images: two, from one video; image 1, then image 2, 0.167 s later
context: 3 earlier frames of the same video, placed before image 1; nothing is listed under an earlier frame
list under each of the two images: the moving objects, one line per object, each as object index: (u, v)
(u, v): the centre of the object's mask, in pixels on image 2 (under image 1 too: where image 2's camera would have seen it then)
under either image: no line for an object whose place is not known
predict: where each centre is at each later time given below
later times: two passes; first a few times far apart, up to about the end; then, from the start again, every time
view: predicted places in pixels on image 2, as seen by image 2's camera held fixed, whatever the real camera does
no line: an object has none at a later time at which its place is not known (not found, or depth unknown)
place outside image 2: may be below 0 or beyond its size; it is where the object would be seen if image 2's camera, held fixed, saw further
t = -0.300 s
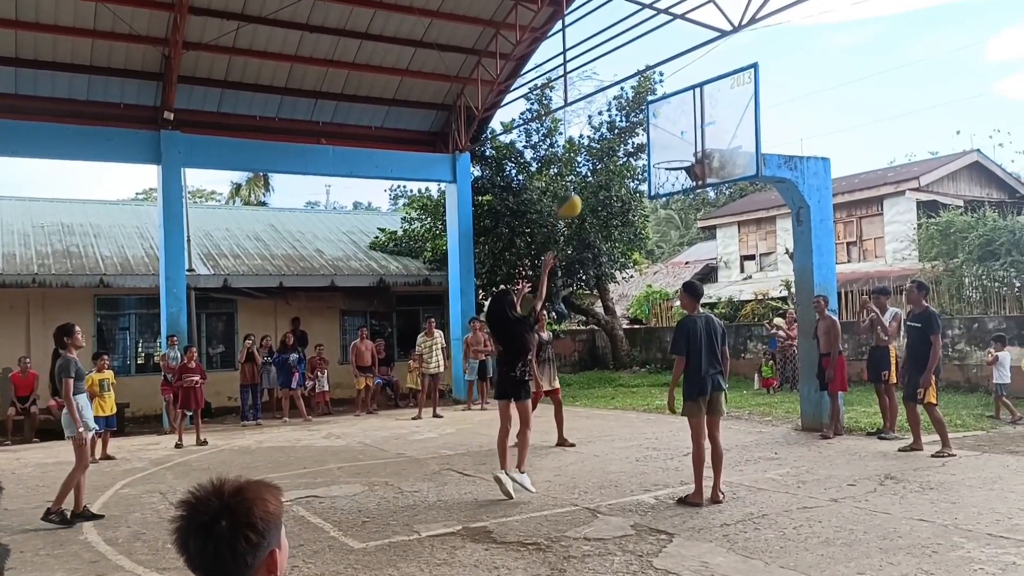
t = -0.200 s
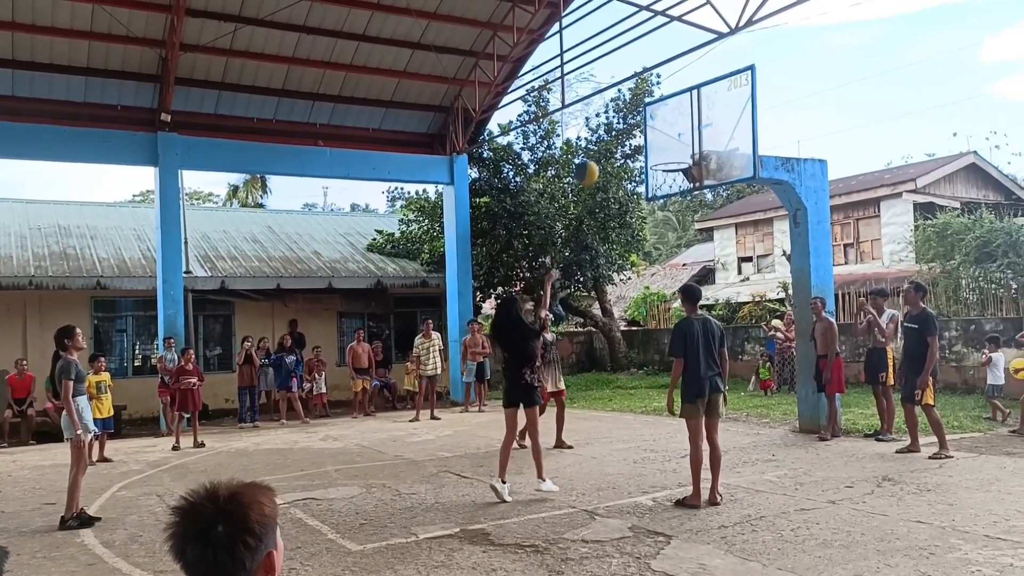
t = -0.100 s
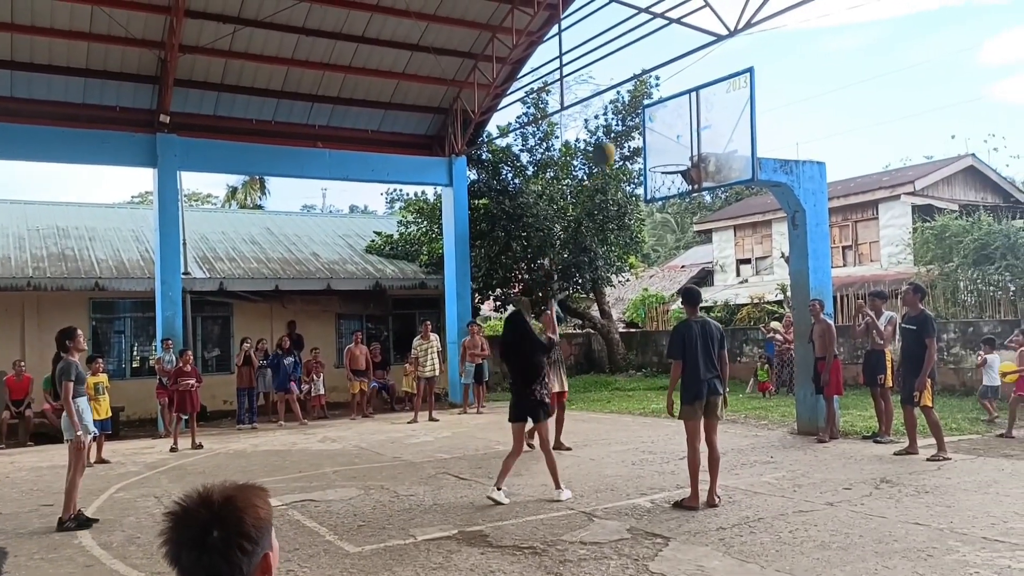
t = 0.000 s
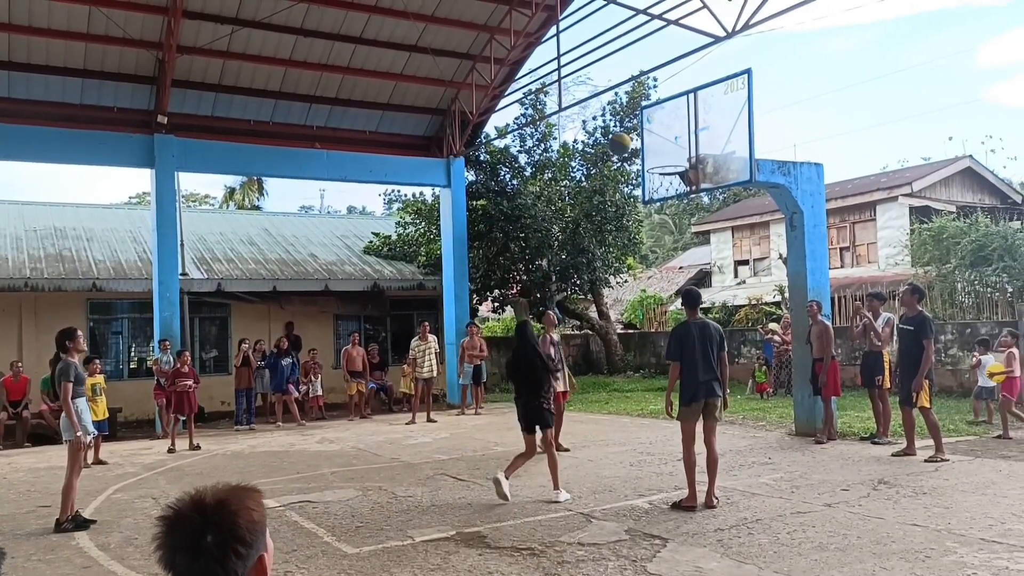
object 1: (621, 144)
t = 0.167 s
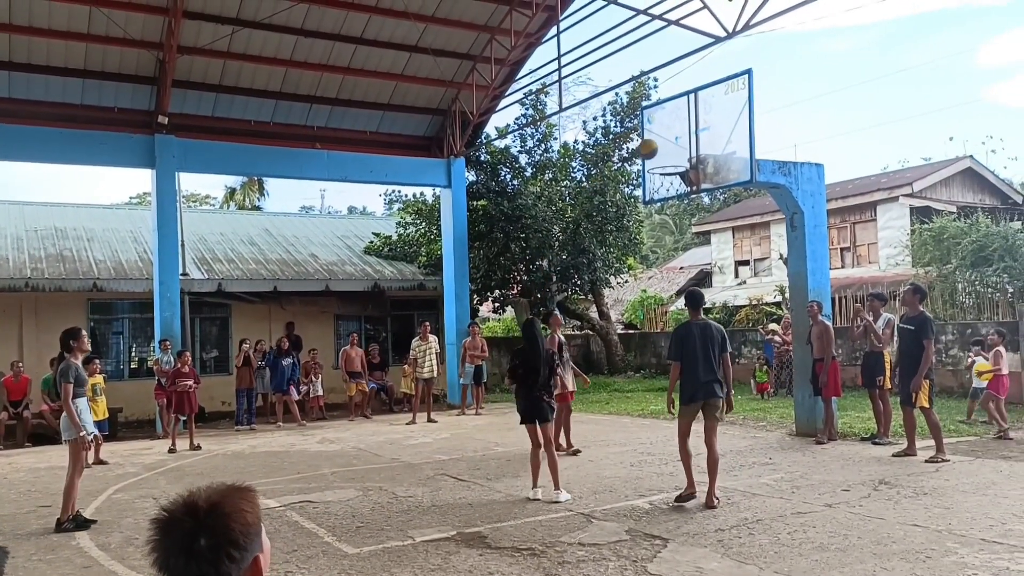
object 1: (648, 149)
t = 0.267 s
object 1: (663, 159)
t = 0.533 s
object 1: (661, 130)
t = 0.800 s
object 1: (662, 167)
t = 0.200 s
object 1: (654, 153)
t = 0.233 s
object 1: (660, 157)
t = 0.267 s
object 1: (663, 159)
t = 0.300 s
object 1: (663, 153)
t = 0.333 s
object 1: (662, 147)
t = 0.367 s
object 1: (661, 142)
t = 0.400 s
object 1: (661, 137)
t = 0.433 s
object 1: (661, 134)
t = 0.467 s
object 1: (661, 132)
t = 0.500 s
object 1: (661, 131)
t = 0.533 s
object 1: (661, 130)
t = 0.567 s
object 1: (661, 131)
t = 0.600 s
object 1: (661, 133)
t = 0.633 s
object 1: (660, 136)
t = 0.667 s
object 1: (660, 140)
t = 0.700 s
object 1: (660, 145)
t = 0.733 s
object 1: (660, 151)
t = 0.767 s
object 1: (661, 158)
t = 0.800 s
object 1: (662, 167)
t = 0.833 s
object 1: (661, 177)
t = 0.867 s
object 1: (662, 188)
